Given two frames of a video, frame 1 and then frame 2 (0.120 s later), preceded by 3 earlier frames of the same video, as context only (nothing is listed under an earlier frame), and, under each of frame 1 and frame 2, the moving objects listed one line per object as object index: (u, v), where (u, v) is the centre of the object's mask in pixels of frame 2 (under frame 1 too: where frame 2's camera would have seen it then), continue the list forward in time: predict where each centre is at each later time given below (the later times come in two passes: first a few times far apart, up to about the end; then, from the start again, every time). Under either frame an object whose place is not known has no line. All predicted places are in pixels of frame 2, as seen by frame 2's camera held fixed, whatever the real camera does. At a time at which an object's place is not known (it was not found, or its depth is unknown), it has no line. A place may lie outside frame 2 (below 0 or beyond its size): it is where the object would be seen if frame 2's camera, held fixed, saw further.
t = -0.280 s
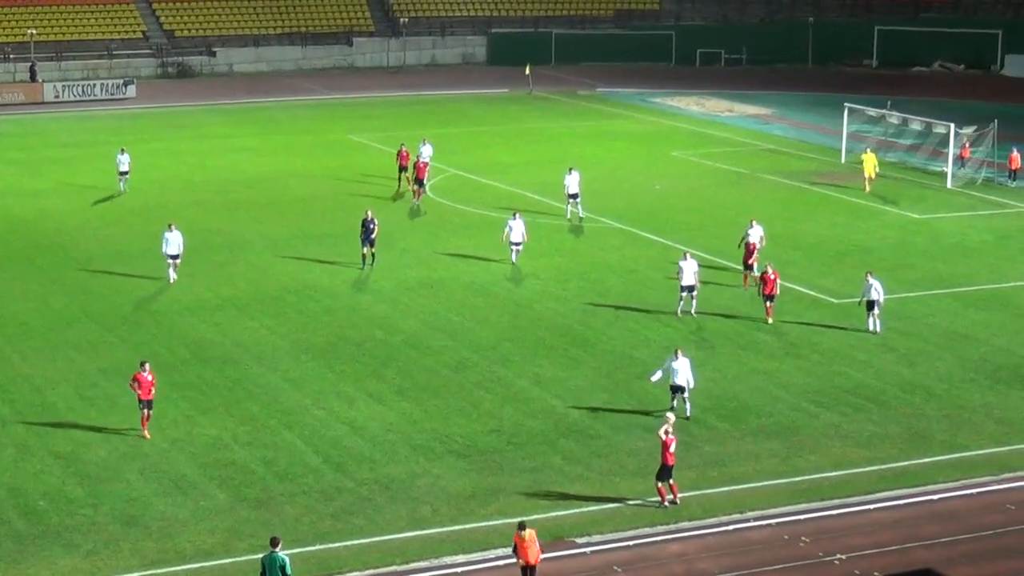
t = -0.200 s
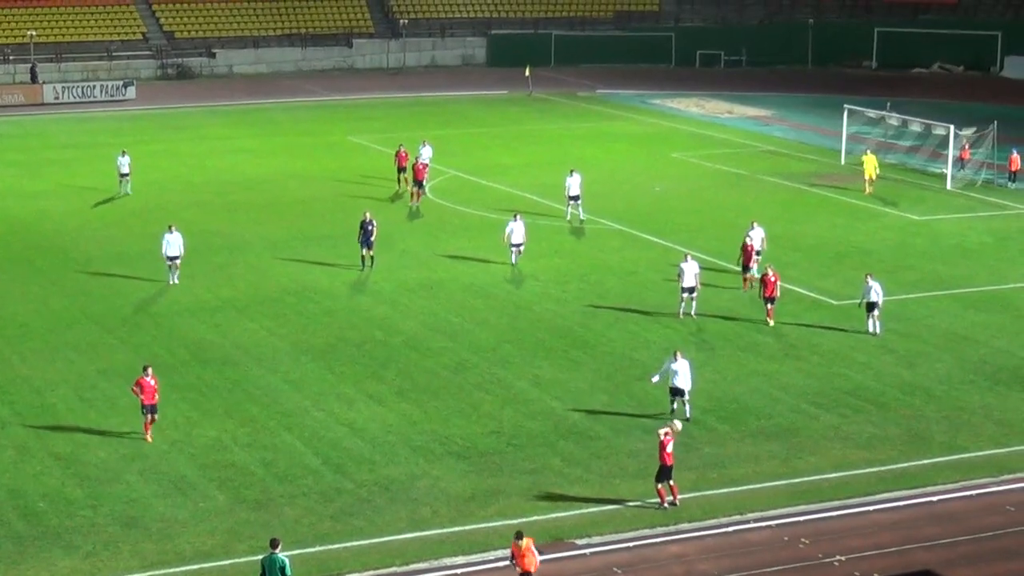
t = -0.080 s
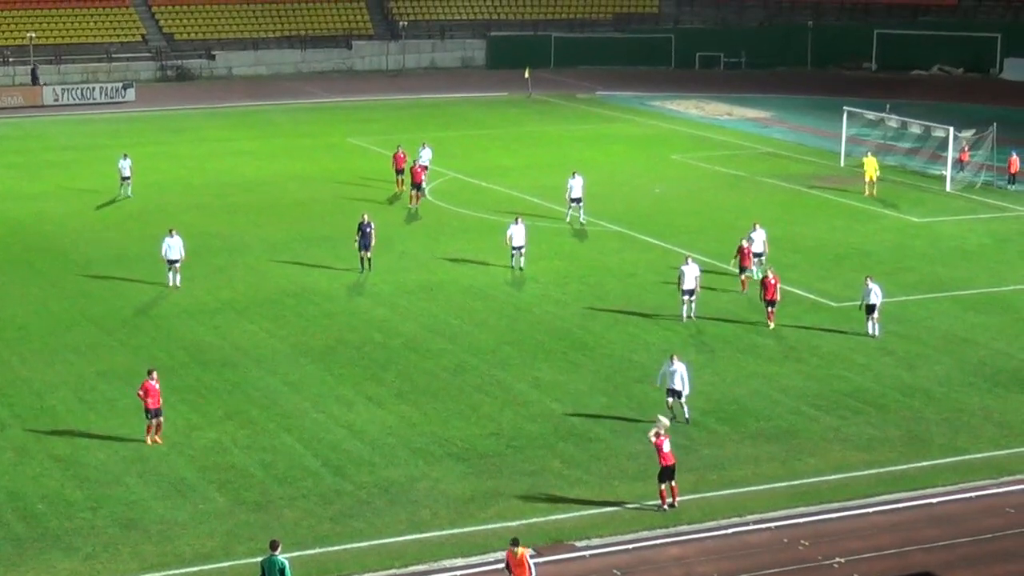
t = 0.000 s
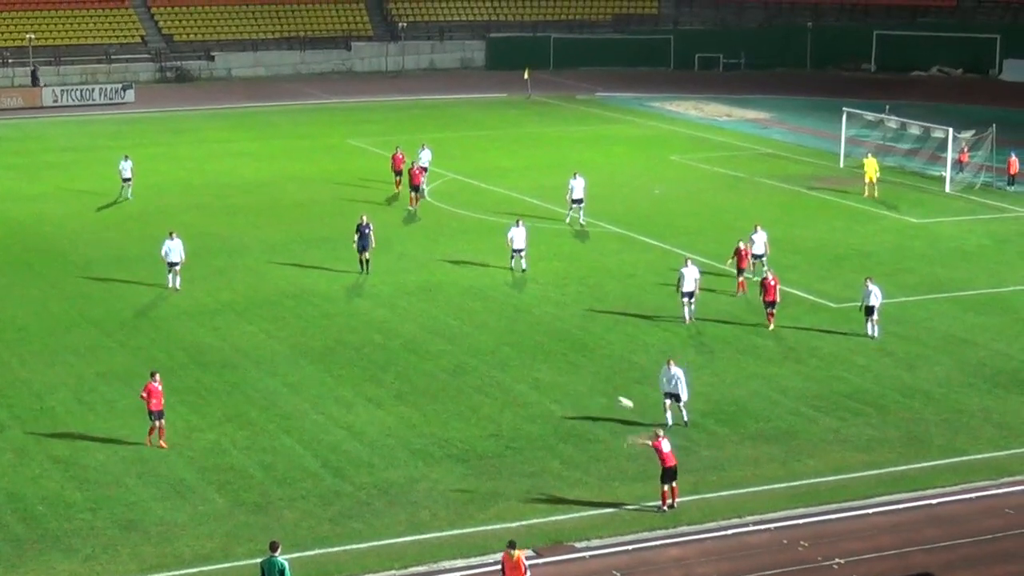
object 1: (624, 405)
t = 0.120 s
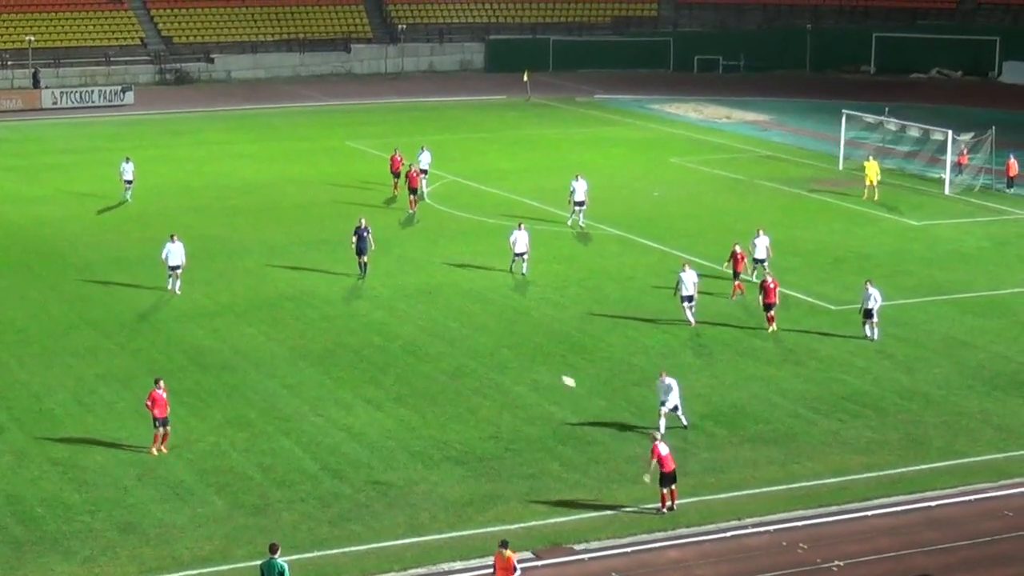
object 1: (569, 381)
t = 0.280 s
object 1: (496, 362)
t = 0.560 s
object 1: (379, 356)
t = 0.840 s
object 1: (273, 384)
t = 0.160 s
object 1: (550, 376)
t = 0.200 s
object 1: (531, 370)
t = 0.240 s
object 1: (514, 366)
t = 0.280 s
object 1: (496, 362)
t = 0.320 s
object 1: (478, 359)
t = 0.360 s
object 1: (461, 357)
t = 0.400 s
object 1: (445, 355)
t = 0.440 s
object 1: (428, 354)
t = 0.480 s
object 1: (411, 354)
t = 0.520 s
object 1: (395, 354)
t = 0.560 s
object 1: (379, 356)
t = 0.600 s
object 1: (364, 358)
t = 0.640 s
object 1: (348, 361)
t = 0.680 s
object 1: (333, 364)
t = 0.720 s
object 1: (318, 368)
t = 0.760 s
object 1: (303, 373)
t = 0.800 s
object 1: (288, 379)
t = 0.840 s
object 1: (273, 384)
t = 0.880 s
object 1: (259, 391)
